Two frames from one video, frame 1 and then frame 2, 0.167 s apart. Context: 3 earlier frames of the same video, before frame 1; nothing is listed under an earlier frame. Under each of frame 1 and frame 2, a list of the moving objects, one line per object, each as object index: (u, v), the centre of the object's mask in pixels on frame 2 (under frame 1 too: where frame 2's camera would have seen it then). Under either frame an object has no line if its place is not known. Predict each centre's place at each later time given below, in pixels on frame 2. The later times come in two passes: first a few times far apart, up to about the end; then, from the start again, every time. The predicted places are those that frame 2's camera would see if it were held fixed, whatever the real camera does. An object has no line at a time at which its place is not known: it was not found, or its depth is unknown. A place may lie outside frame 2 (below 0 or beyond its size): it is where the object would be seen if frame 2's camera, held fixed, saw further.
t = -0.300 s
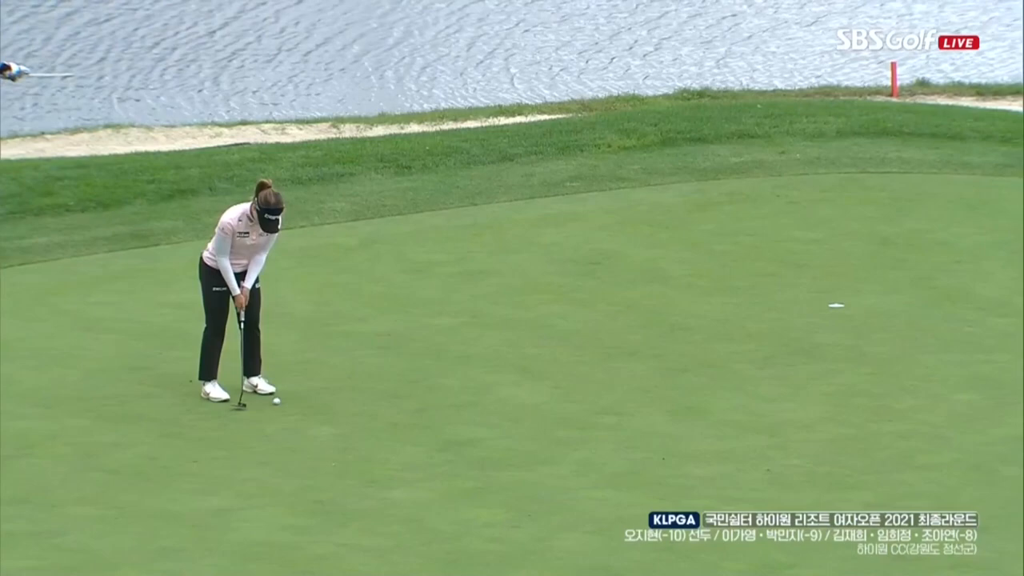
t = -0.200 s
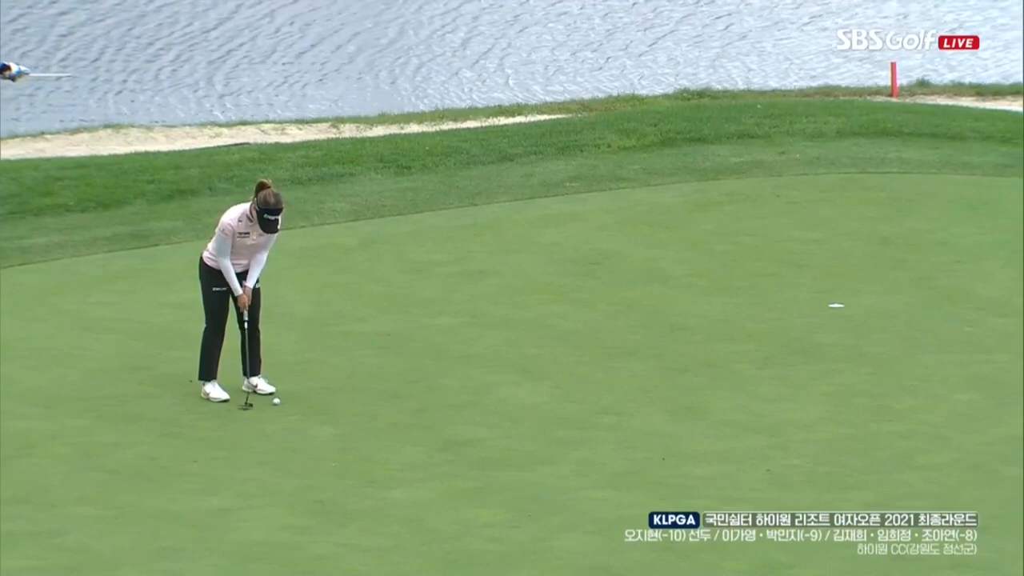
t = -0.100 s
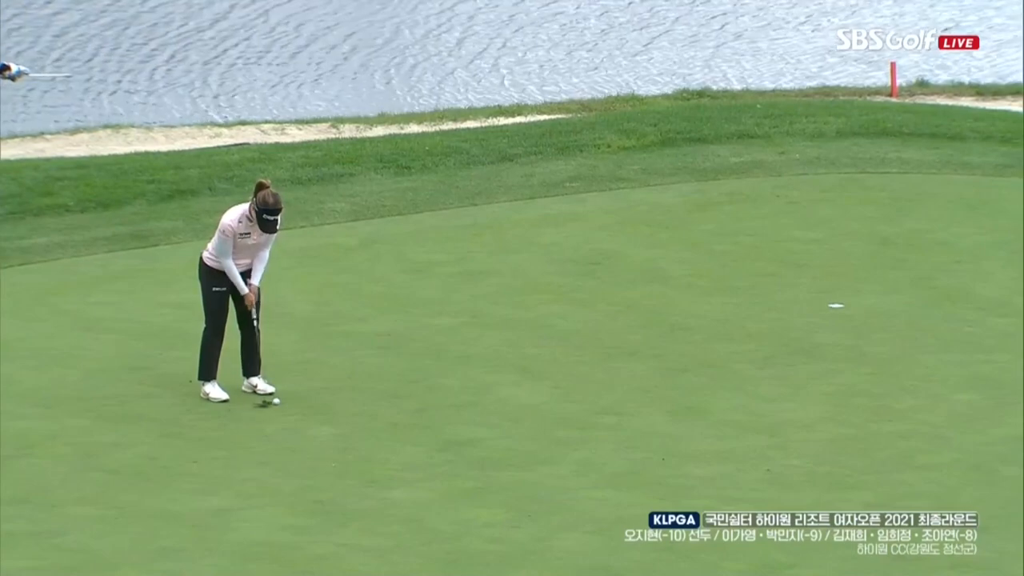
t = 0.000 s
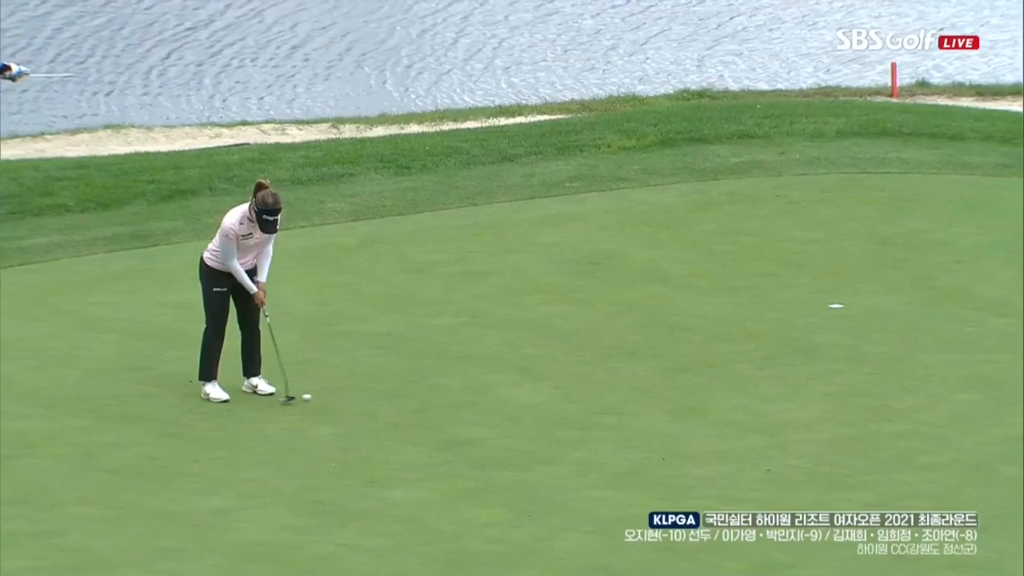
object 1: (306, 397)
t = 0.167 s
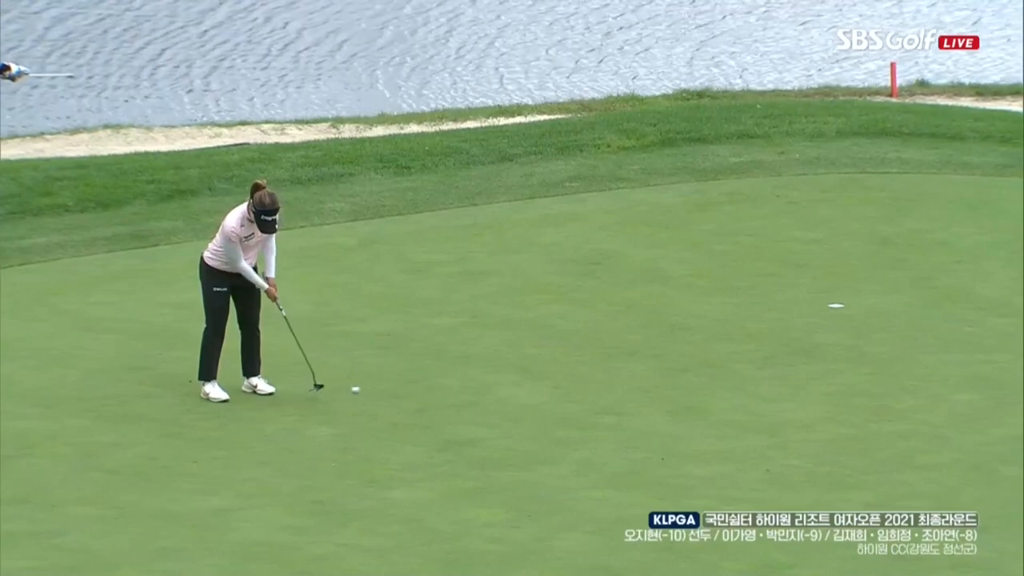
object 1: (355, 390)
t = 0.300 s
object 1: (390, 384)
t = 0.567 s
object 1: (457, 373)
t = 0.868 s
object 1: (526, 362)
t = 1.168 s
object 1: (587, 351)
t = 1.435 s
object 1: (635, 343)
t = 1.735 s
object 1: (682, 334)
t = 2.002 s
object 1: (719, 327)
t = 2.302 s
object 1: (755, 320)
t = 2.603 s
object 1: (787, 314)
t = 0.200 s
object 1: (364, 388)
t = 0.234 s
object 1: (373, 387)
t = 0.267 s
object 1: (382, 385)
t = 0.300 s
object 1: (390, 384)
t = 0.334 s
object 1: (400, 383)
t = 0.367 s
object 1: (408, 381)
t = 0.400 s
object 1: (417, 380)
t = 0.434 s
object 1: (426, 379)
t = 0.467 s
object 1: (434, 378)
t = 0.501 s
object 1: (441, 376)
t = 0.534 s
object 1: (450, 375)
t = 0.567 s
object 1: (457, 373)
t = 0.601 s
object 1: (466, 372)
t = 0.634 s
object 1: (474, 371)
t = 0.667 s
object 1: (482, 370)
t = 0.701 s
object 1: (489, 368)
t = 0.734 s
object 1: (497, 367)
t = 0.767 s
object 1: (504, 366)
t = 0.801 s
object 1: (512, 365)
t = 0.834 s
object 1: (519, 363)
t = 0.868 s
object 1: (526, 362)
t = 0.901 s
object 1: (533, 361)
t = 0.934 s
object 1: (540, 360)
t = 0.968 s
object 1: (547, 359)
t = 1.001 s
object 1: (554, 358)
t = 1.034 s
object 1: (561, 356)
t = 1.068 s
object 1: (568, 355)
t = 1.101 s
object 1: (574, 354)
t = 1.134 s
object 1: (581, 353)
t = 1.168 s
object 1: (587, 351)
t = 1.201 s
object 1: (593, 351)
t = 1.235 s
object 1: (598, 350)
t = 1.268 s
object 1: (605, 349)
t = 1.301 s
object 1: (611, 347)
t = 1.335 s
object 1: (617, 346)
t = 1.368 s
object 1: (623, 346)
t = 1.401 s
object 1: (629, 345)
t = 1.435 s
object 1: (635, 343)
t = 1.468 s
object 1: (640, 342)
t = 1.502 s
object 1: (645, 341)
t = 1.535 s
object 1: (651, 340)
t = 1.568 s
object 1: (656, 339)
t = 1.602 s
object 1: (661, 338)
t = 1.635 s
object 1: (666, 337)
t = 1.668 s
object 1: (671, 337)
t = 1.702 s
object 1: (677, 336)
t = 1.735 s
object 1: (682, 334)
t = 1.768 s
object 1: (686, 333)
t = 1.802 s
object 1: (691, 333)
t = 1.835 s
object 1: (696, 332)
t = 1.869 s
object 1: (701, 331)
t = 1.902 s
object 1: (705, 330)
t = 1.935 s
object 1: (710, 329)
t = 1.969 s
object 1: (714, 328)
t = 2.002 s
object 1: (719, 327)
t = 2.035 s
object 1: (723, 327)
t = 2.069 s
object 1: (727, 326)
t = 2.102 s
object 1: (732, 325)
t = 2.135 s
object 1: (735, 324)
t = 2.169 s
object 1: (740, 323)
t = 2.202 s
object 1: (744, 322)
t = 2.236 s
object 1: (748, 322)
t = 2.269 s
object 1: (751, 321)
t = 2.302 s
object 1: (755, 320)
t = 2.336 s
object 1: (759, 320)
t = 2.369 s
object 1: (763, 319)
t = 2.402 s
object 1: (766, 318)
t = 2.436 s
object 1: (770, 317)
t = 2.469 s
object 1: (773, 316)
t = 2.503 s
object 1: (777, 316)
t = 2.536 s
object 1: (780, 315)
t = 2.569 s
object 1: (783, 315)
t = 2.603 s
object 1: (787, 314)
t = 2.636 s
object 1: (790, 313)
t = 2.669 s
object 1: (793, 313)
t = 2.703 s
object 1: (796, 312)
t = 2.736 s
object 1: (799, 312)
